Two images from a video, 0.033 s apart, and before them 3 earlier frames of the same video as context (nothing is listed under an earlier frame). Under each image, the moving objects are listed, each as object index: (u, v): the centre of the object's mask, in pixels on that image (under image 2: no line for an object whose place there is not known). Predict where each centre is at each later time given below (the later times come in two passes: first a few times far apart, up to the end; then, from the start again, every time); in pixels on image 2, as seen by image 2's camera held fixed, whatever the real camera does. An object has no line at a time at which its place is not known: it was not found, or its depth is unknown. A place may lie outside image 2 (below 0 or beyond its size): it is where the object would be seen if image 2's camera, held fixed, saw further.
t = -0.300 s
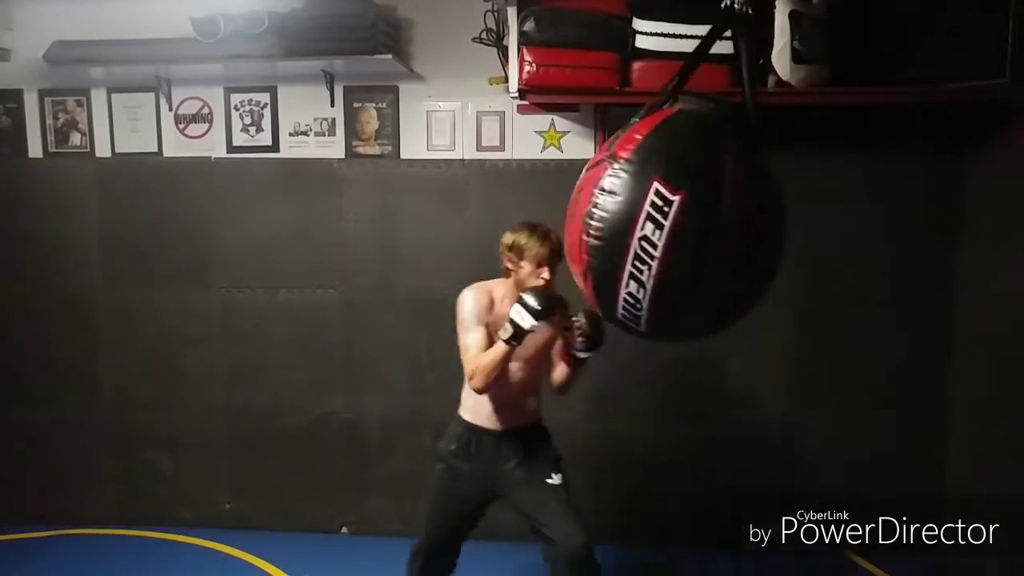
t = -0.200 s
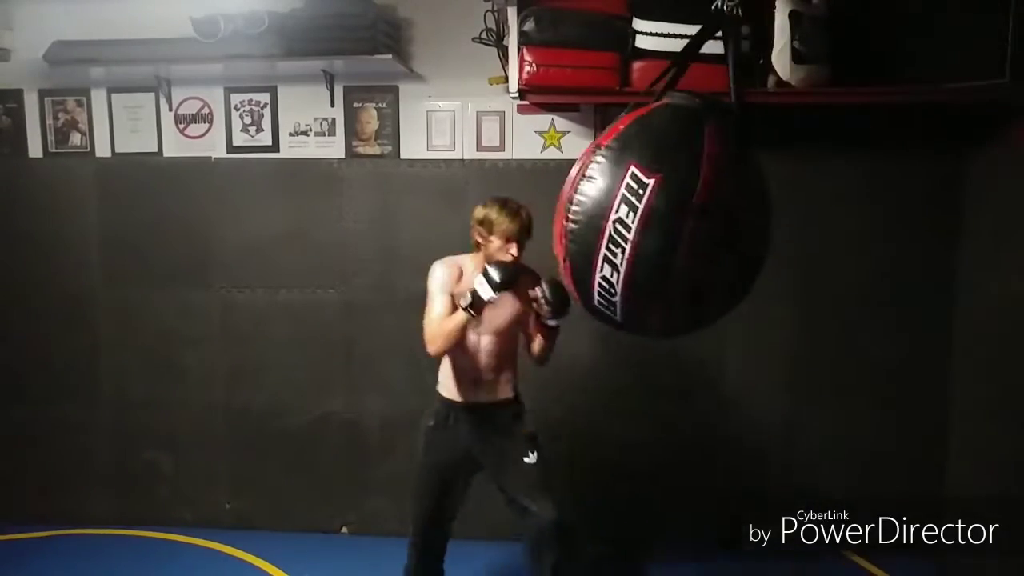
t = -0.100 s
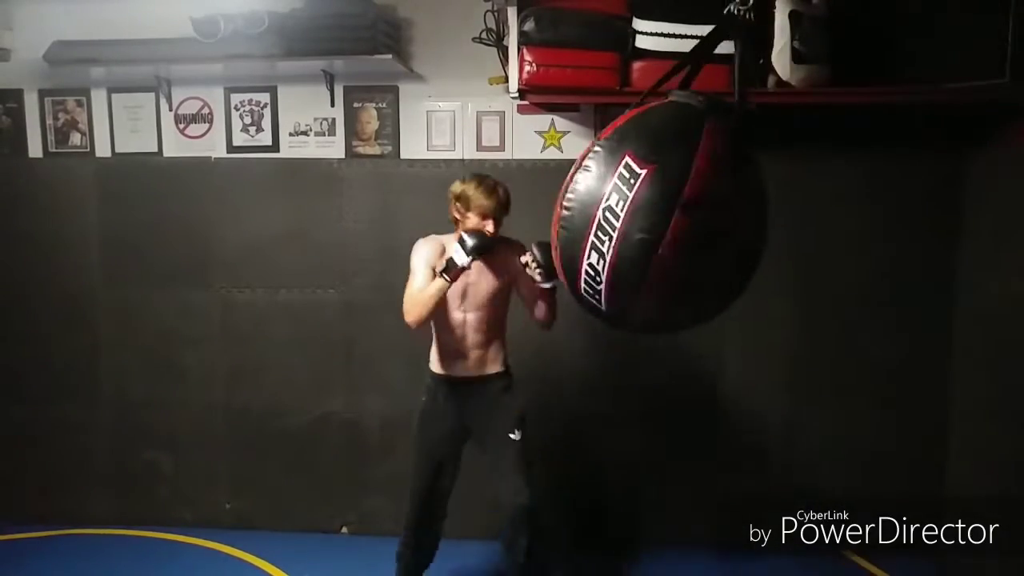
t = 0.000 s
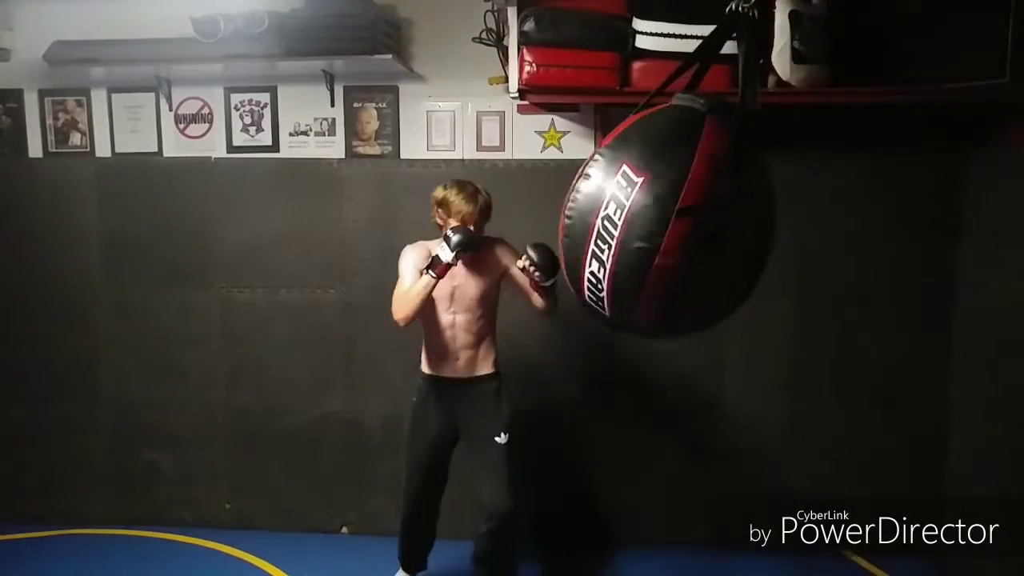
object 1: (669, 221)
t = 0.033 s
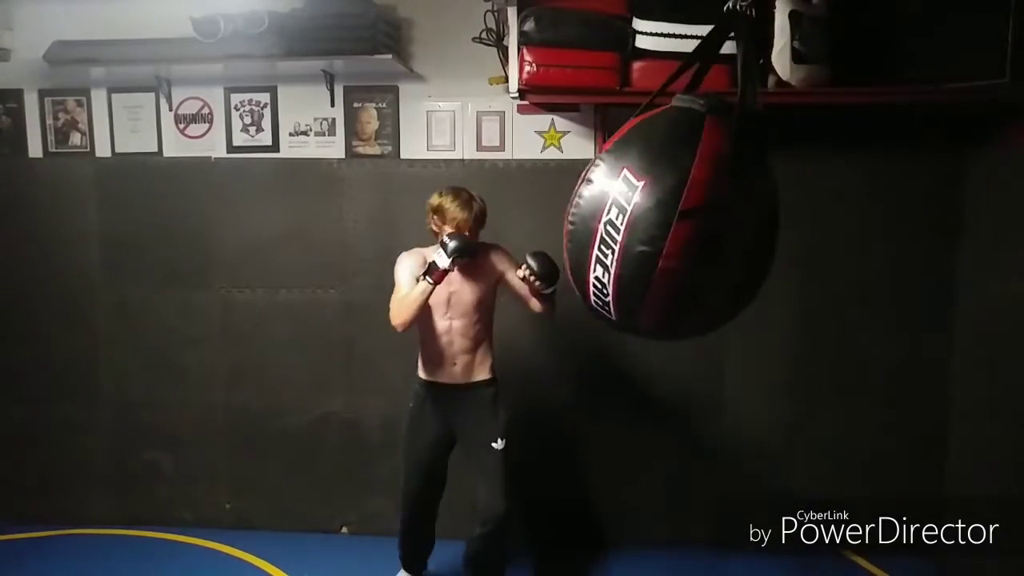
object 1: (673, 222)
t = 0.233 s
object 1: (727, 236)
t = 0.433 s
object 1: (805, 243)
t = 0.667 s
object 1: (900, 233)
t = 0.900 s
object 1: (929, 222)
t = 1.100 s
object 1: (922, 224)
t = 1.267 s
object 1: (892, 234)
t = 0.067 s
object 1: (678, 225)
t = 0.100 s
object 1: (686, 226)
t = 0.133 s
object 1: (695, 229)
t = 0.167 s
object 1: (705, 230)
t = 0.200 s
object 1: (715, 234)
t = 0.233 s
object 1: (727, 236)
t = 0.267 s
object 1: (740, 236)
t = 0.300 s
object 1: (752, 238)
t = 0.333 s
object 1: (771, 241)
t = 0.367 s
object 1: (777, 241)
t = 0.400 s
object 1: (791, 244)
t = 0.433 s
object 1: (805, 243)
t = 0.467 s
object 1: (818, 243)
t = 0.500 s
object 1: (831, 242)
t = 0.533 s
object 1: (845, 242)
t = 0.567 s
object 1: (862, 241)
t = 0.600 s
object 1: (876, 238)
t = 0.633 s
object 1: (888, 235)
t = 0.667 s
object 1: (900, 233)
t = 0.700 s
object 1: (908, 232)
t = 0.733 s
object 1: (913, 232)
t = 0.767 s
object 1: (917, 229)
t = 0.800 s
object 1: (909, 227)
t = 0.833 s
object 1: (924, 225)
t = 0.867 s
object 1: (927, 222)
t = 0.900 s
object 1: (929, 222)
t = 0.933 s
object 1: (930, 221)
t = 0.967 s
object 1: (929, 221)
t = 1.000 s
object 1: (929, 221)
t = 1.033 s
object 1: (928, 221)
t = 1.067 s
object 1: (926, 222)
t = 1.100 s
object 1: (922, 224)
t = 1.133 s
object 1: (920, 227)
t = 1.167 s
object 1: (911, 230)
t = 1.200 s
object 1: (909, 232)
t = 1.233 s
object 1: (900, 234)
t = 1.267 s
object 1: (892, 234)
